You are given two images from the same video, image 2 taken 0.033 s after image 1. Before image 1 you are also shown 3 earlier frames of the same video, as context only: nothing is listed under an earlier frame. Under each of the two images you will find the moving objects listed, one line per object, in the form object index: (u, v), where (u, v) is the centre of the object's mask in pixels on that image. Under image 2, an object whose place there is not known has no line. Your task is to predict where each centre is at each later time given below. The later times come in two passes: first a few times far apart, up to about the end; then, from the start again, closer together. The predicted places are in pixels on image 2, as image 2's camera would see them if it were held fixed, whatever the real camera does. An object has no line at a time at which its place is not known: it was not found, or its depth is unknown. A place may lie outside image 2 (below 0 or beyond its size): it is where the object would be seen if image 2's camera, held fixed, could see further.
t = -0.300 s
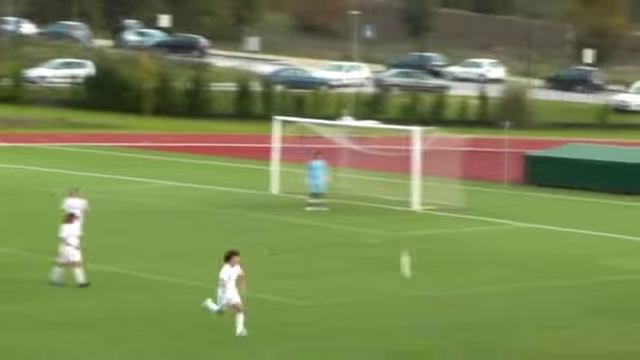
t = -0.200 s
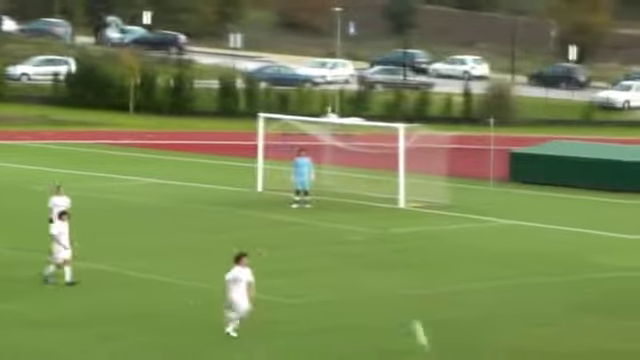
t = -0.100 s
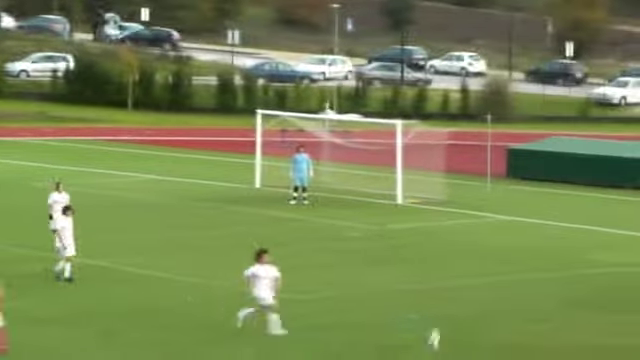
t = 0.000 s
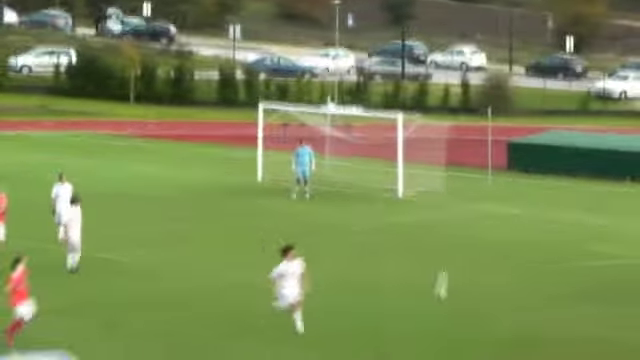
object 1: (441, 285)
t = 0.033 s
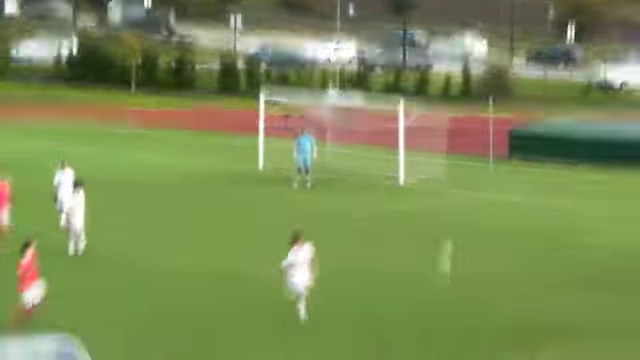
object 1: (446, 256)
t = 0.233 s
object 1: (459, 199)
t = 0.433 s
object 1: (473, 155)
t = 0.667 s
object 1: (491, 130)
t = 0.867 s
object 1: (508, 132)
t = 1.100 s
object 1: (527, 163)
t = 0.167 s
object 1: (454, 218)
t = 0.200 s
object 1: (456, 208)
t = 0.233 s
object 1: (459, 199)
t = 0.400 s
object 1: (470, 162)
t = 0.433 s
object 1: (473, 155)
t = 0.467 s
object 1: (476, 150)
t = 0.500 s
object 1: (479, 146)
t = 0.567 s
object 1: (484, 137)
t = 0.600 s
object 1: (487, 135)
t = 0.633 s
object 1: (489, 132)
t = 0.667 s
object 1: (491, 130)
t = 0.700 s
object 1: (495, 129)
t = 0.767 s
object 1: (499, 128)
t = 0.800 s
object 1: (503, 128)
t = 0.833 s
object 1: (505, 130)
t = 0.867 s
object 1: (508, 132)
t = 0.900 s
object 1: (512, 135)
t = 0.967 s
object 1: (517, 142)
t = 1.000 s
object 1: (519, 146)
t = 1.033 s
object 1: (522, 152)
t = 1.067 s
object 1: (525, 156)
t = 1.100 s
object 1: (527, 163)
